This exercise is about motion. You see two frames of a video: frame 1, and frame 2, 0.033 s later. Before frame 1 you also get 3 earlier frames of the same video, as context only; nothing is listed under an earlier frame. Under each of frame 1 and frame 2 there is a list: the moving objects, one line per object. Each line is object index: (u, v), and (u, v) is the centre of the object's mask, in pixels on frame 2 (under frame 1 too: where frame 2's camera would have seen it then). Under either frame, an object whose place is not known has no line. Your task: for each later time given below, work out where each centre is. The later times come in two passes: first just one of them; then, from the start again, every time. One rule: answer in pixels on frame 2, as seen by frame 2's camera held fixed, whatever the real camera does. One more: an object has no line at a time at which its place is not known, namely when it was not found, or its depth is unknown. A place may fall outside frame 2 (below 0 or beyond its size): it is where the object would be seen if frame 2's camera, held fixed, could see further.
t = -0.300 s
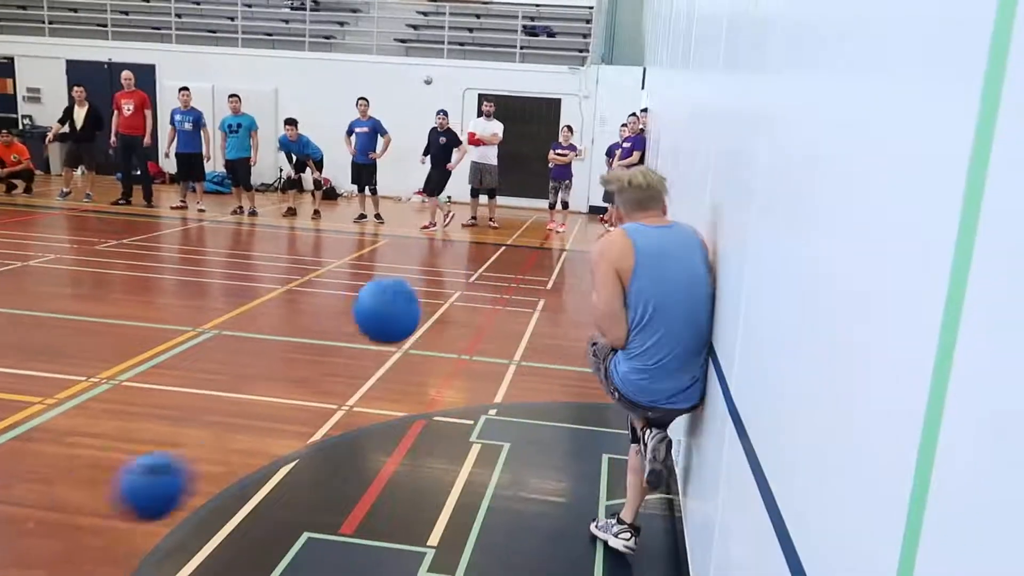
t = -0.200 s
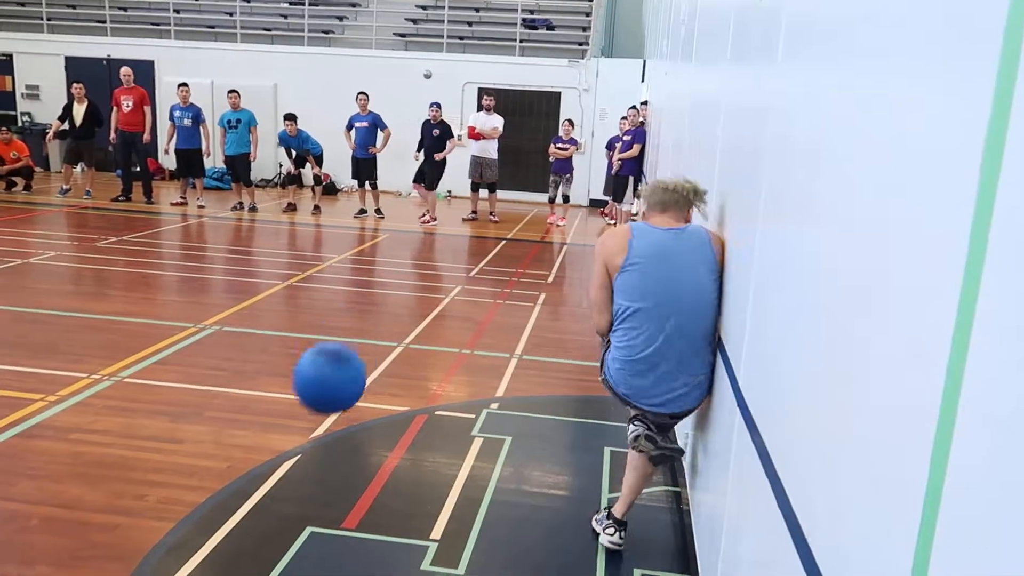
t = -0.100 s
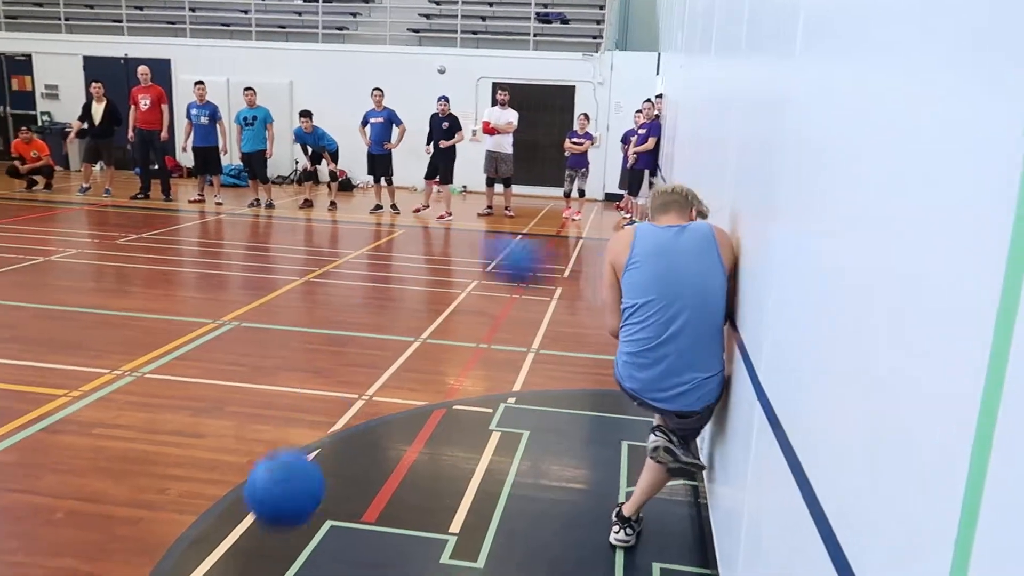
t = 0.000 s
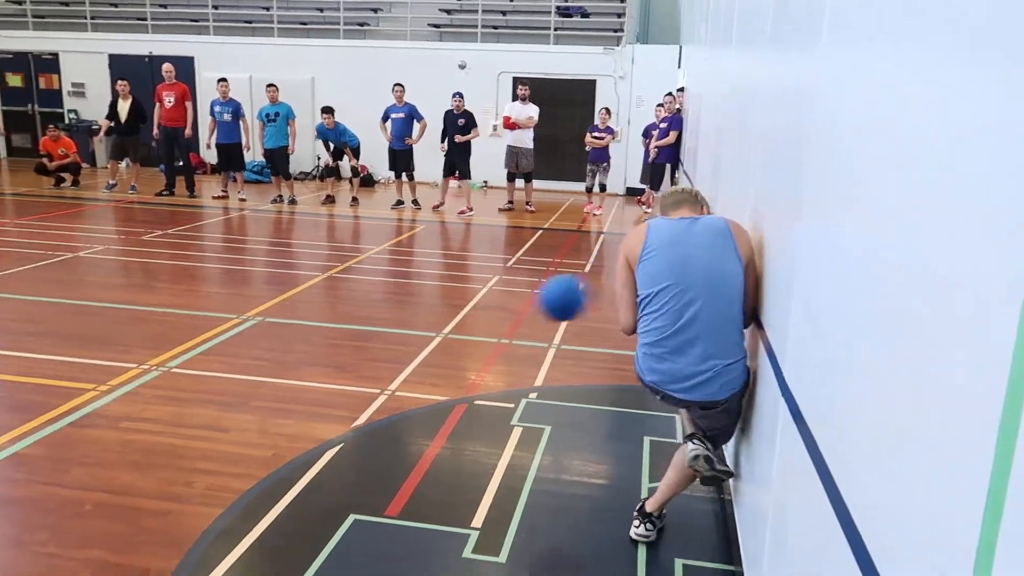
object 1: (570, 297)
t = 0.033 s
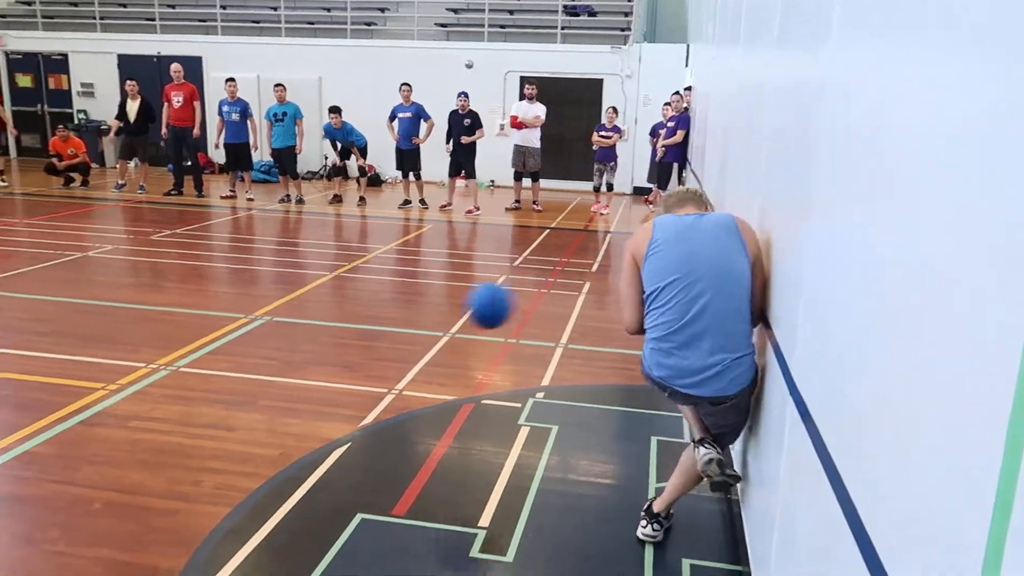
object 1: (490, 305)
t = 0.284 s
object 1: (70, 341)
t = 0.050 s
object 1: (451, 310)
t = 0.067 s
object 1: (415, 315)
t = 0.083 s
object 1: (379, 321)
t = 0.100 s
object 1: (344, 328)
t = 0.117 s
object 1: (311, 335)
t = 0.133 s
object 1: (279, 343)
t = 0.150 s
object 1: (248, 350)
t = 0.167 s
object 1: (218, 358)
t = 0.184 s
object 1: (188, 366)
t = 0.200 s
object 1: (160, 376)
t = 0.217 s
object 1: (134, 384)
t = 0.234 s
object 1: (118, 375)
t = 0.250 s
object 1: (101, 363)
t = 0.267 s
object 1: (85, 351)
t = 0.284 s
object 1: (70, 341)
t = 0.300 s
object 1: (55, 332)
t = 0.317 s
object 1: (40, 323)
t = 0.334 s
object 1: (26, 314)
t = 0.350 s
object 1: (12, 306)
